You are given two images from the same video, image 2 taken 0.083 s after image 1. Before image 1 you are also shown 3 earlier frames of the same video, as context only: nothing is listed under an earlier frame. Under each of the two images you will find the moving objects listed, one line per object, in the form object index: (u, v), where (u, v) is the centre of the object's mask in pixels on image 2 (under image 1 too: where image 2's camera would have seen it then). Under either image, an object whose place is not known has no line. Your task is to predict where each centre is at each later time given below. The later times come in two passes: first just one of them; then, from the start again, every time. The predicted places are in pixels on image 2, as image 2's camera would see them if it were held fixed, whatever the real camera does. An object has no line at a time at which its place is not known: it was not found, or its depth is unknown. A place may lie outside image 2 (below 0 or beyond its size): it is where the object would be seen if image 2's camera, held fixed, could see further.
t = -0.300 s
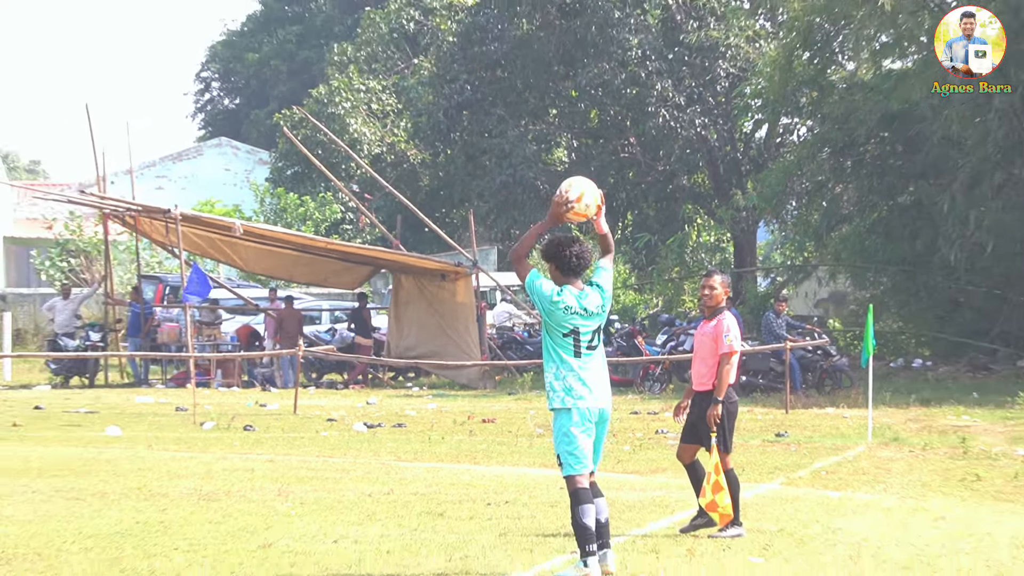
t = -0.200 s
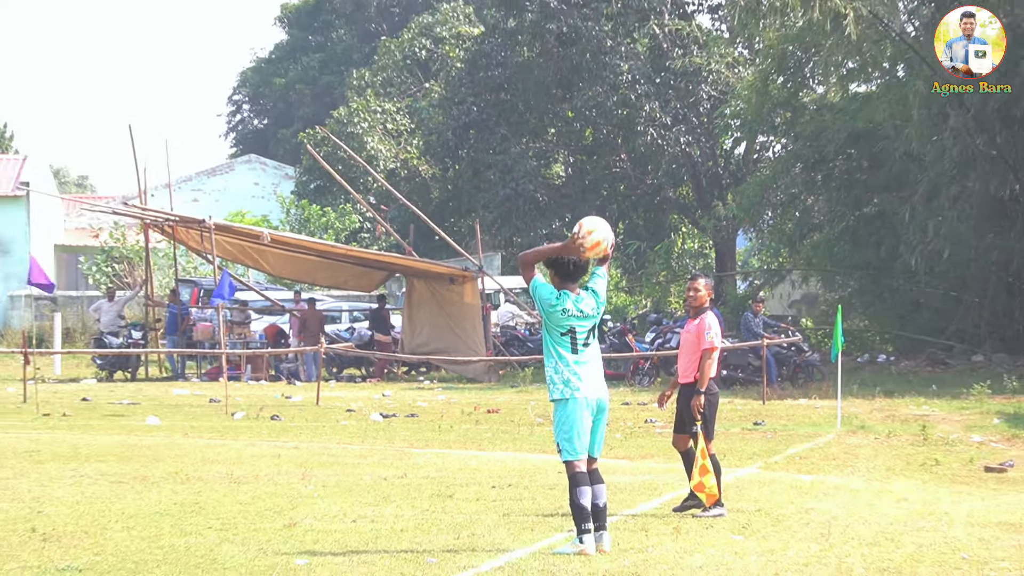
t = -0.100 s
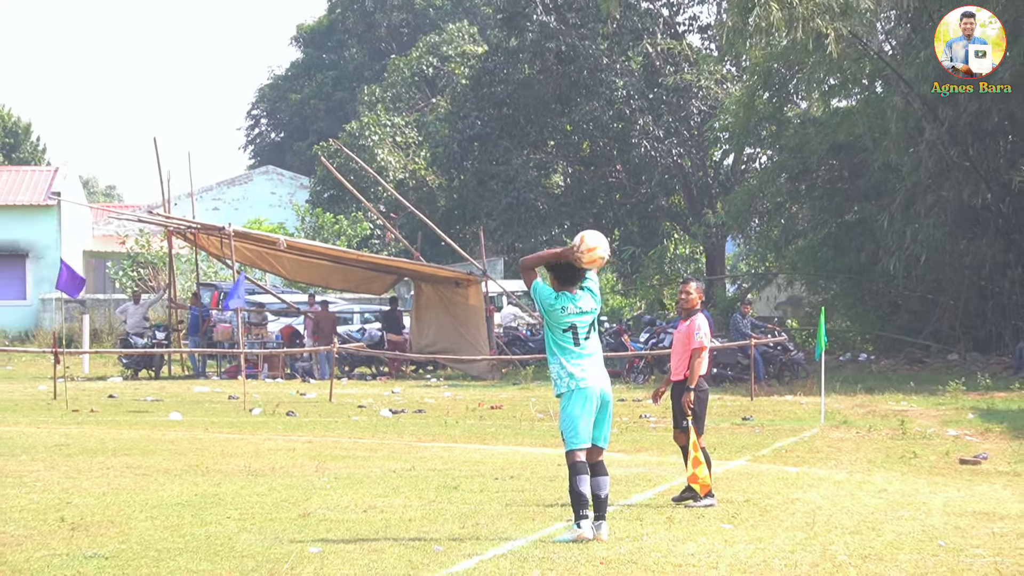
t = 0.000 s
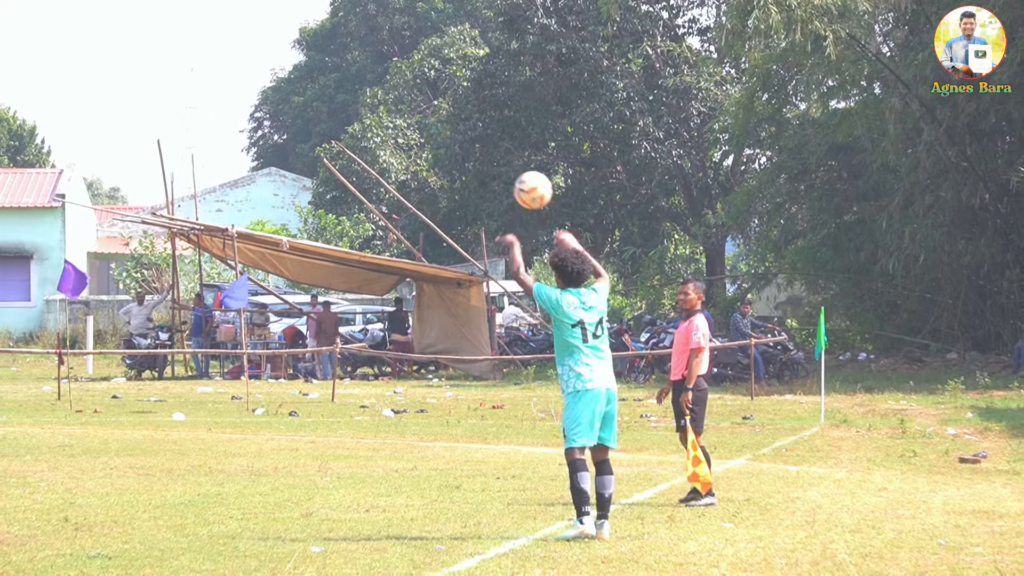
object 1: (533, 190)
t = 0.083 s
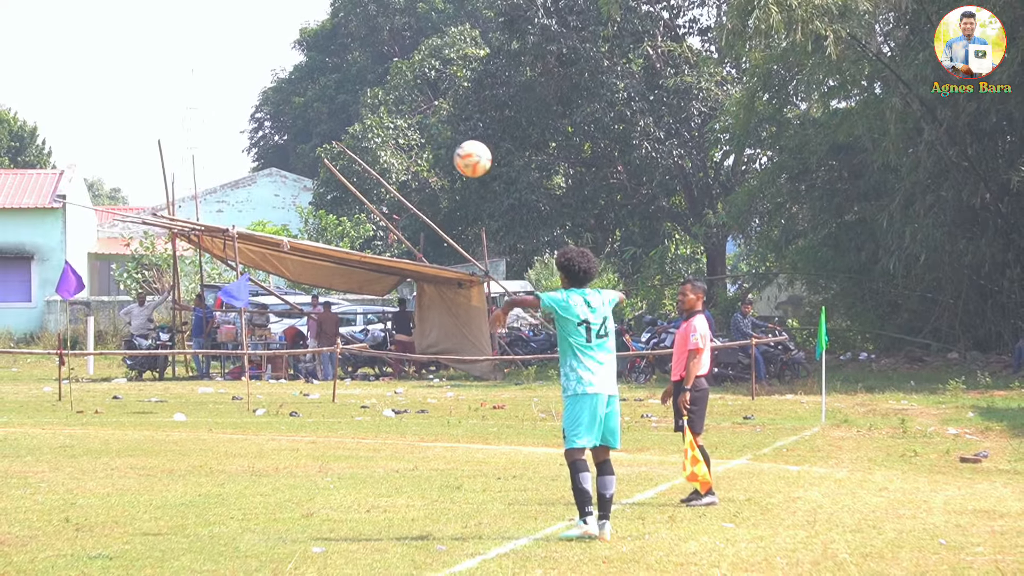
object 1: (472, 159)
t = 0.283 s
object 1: (341, 134)
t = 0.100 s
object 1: (461, 154)
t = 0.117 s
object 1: (450, 150)
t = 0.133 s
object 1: (439, 146)
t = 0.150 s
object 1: (427, 143)
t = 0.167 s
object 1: (416, 141)
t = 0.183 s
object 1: (405, 138)
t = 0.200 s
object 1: (394, 136)
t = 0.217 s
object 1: (383, 135)
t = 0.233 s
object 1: (372, 134)
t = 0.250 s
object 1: (361, 134)
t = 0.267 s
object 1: (351, 134)
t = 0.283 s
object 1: (341, 134)
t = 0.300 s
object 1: (332, 135)
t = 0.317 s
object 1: (319, 132)
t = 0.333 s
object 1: (311, 135)
